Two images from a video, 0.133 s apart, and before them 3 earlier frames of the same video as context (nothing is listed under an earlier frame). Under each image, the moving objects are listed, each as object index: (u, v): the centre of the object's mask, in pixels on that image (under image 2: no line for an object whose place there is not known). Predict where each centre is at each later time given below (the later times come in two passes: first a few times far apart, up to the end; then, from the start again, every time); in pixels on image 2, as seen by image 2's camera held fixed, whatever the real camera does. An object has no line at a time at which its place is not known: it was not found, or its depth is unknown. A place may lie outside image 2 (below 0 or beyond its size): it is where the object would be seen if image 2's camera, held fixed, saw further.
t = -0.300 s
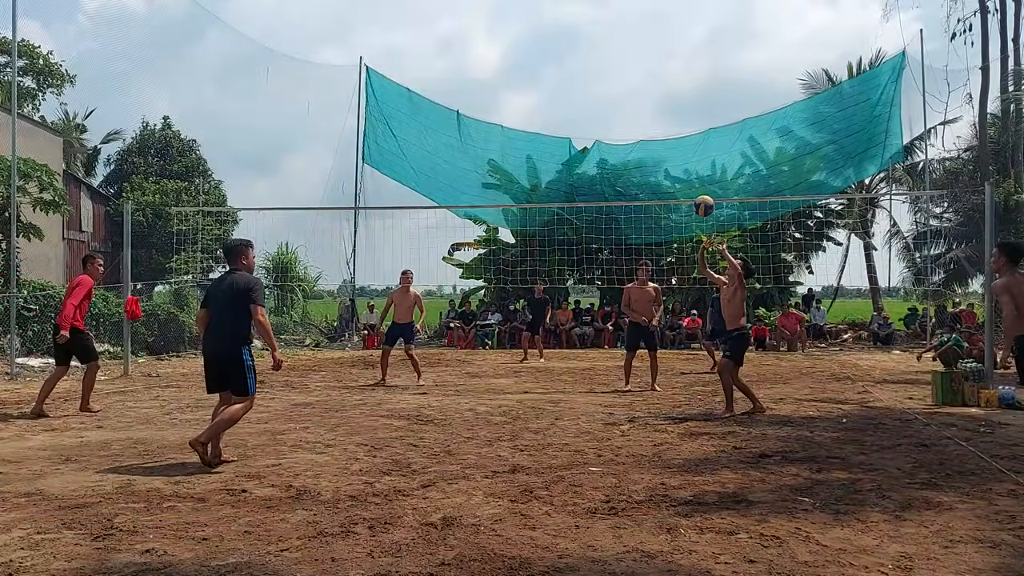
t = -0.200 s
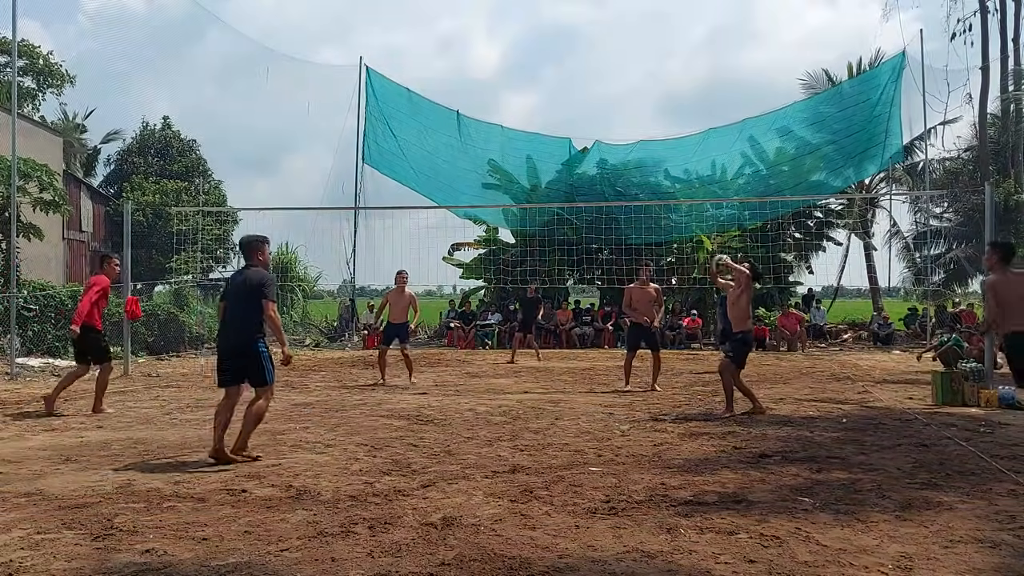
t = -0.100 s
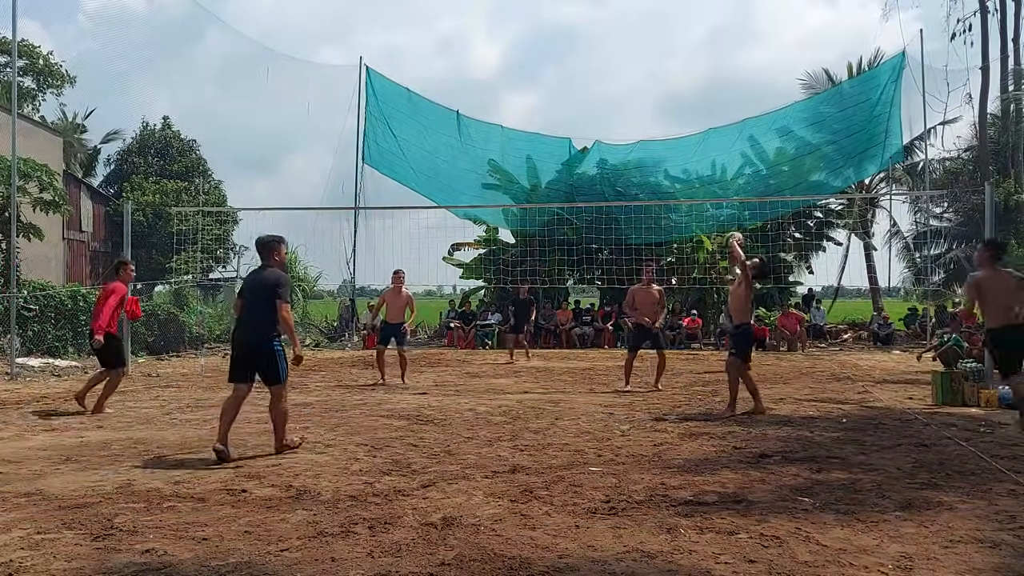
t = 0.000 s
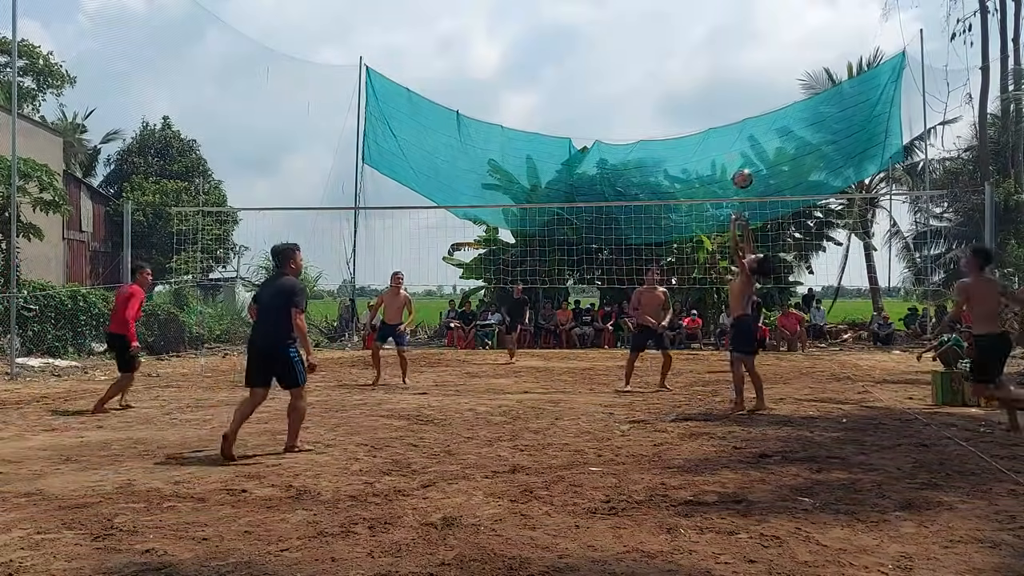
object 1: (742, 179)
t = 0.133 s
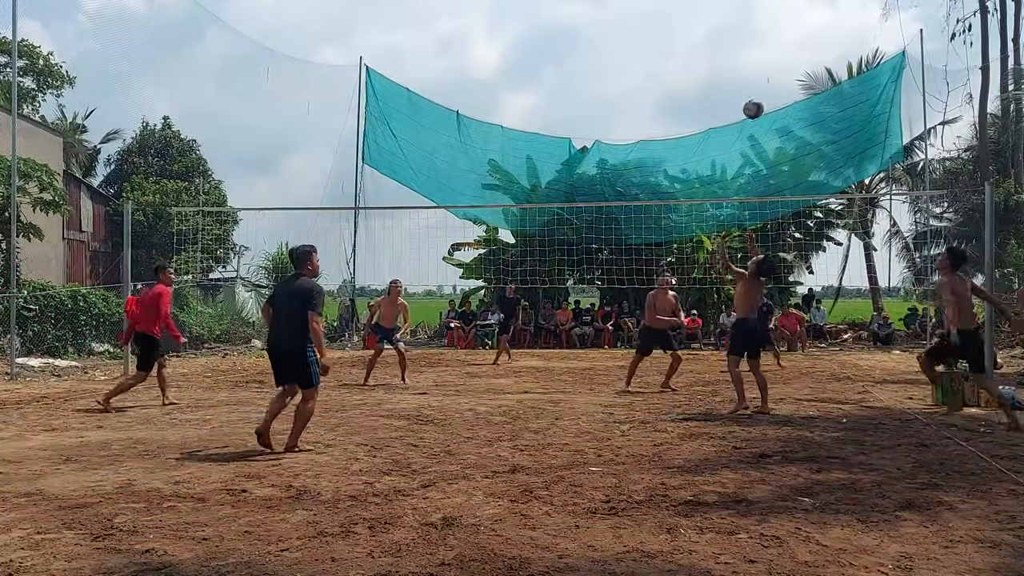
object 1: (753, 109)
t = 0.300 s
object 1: (766, 48)
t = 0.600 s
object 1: (786, 6)
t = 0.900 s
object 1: (803, 42)
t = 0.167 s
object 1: (756, 95)
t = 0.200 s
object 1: (758, 81)
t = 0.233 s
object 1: (761, 69)
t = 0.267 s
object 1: (763, 57)
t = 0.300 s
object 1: (766, 48)
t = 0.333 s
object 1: (768, 38)
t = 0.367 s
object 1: (770, 31)
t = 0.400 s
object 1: (773, 24)
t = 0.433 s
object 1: (775, 18)
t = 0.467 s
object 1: (777, 13)
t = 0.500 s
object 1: (779, 9)
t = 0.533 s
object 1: (781, 8)
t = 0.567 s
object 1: (784, 7)
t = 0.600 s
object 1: (786, 6)
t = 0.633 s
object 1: (787, 6)
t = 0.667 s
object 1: (790, 7)
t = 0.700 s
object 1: (792, 8)
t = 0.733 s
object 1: (794, 11)
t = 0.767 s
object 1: (795, 16)
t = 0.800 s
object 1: (797, 21)
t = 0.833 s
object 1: (799, 27)
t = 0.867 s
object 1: (801, 34)
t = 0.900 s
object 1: (803, 42)
